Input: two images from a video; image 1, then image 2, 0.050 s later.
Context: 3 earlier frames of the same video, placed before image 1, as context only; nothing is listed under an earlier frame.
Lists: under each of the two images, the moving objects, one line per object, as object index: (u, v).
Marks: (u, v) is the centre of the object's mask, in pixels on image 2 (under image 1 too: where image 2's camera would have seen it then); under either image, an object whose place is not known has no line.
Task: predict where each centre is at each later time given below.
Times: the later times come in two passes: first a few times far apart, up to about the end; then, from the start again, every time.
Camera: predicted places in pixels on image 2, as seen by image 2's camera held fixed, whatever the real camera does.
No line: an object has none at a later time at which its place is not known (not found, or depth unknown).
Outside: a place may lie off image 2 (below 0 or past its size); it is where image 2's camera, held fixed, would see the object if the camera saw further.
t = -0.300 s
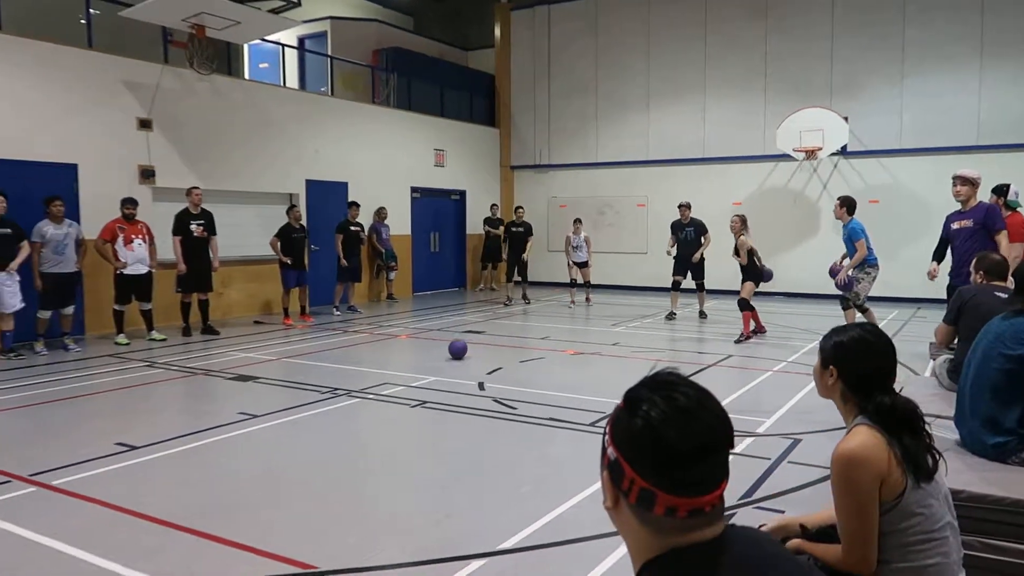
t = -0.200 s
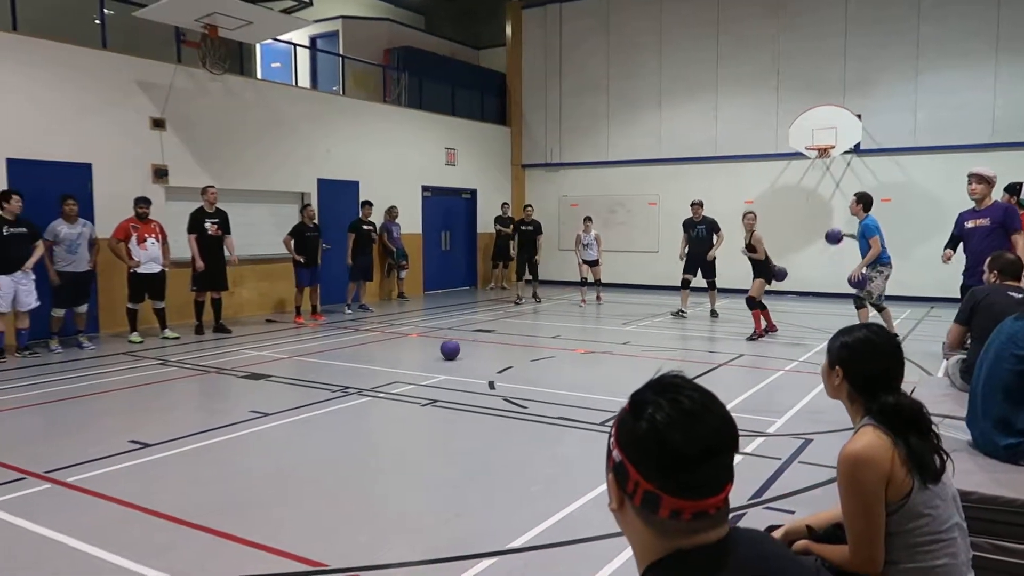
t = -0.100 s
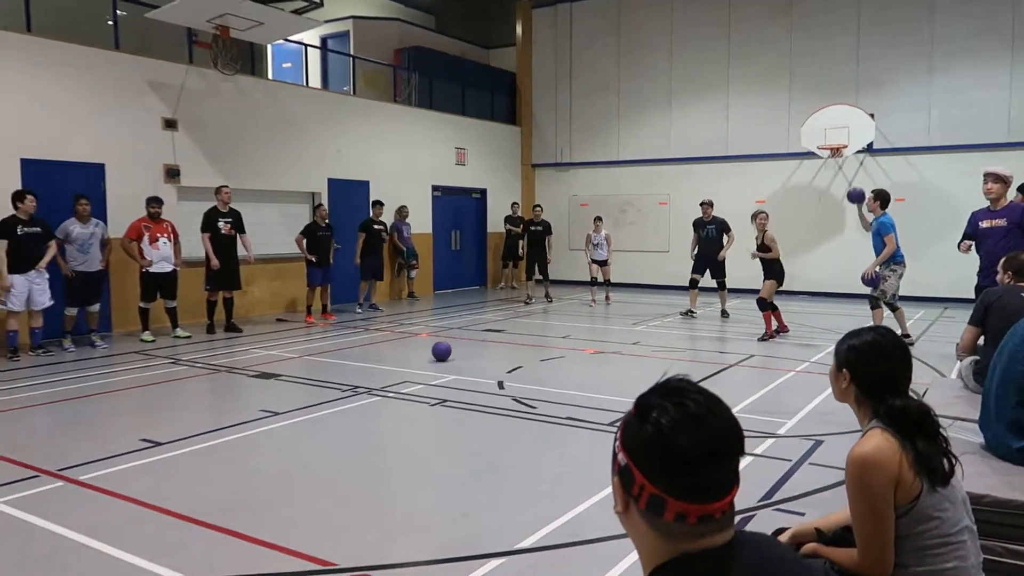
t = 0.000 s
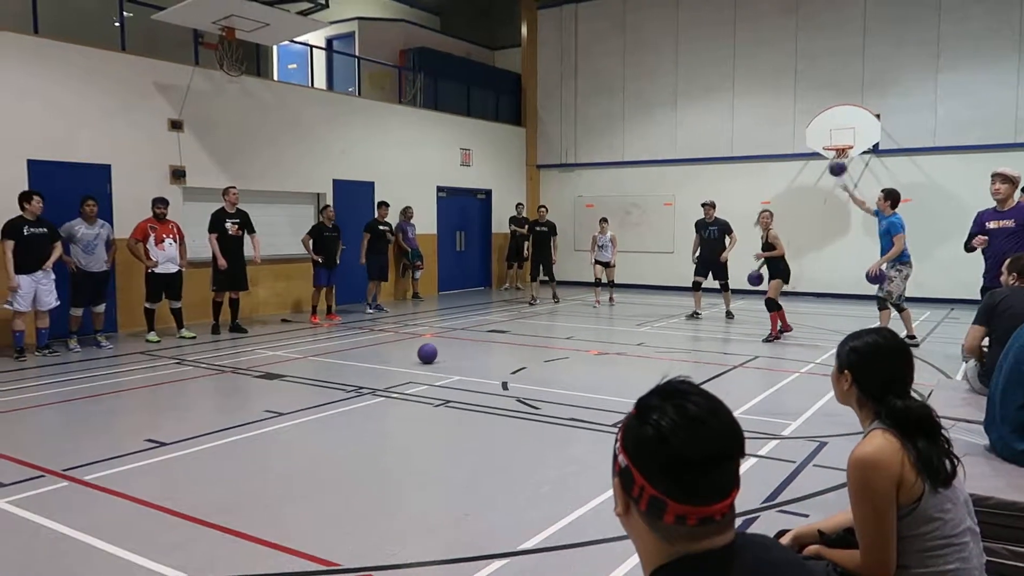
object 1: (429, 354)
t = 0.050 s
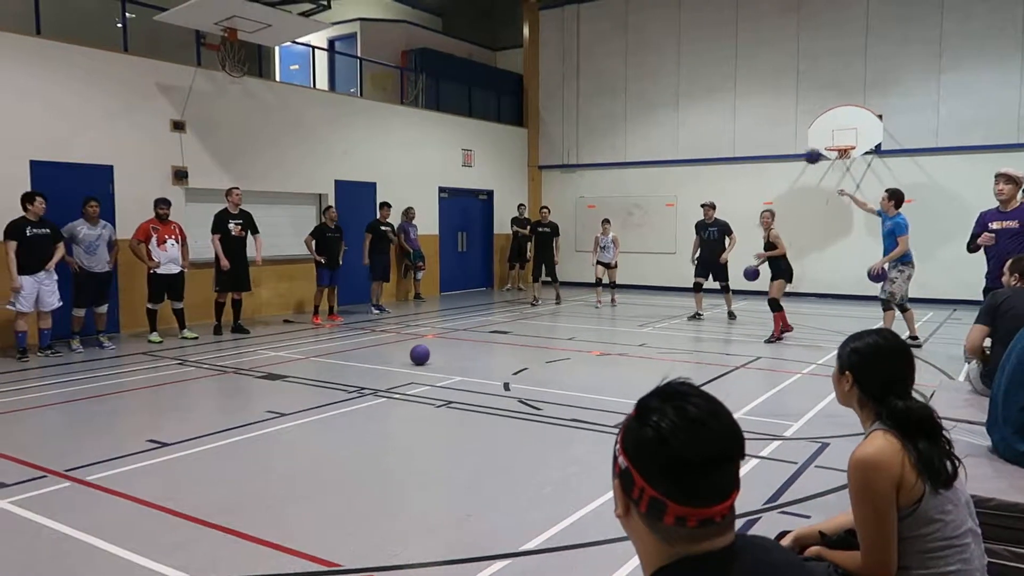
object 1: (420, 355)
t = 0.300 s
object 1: (373, 359)
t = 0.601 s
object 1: (317, 363)
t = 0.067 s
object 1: (417, 355)
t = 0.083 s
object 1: (414, 355)
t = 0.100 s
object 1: (411, 355)
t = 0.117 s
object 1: (408, 356)
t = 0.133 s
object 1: (404, 356)
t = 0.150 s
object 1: (401, 357)
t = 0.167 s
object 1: (398, 357)
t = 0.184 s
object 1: (395, 357)
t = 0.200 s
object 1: (392, 357)
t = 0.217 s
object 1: (389, 357)
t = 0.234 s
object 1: (386, 357)
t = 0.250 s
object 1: (383, 358)
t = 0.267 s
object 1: (380, 358)
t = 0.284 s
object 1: (377, 358)
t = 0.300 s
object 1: (373, 359)
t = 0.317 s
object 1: (370, 359)
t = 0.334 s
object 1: (367, 359)
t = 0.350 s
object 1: (364, 359)
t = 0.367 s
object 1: (361, 359)
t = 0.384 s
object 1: (357, 360)
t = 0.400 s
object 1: (355, 360)
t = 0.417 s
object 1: (351, 361)
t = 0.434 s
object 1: (348, 361)
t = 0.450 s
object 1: (345, 361)
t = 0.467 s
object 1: (342, 361)
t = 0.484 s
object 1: (339, 362)
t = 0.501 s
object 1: (336, 362)
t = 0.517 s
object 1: (332, 362)
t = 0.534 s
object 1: (329, 362)
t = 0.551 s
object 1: (326, 362)
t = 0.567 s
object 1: (322, 363)
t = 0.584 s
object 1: (320, 363)
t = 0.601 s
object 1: (317, 363)
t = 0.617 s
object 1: (313, 363)
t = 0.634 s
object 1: (310, 364)
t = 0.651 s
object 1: (307, 364)
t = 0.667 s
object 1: (304, 364)
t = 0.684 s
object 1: (301, 364)
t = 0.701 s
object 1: (297, 365)
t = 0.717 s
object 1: (294, 365)
